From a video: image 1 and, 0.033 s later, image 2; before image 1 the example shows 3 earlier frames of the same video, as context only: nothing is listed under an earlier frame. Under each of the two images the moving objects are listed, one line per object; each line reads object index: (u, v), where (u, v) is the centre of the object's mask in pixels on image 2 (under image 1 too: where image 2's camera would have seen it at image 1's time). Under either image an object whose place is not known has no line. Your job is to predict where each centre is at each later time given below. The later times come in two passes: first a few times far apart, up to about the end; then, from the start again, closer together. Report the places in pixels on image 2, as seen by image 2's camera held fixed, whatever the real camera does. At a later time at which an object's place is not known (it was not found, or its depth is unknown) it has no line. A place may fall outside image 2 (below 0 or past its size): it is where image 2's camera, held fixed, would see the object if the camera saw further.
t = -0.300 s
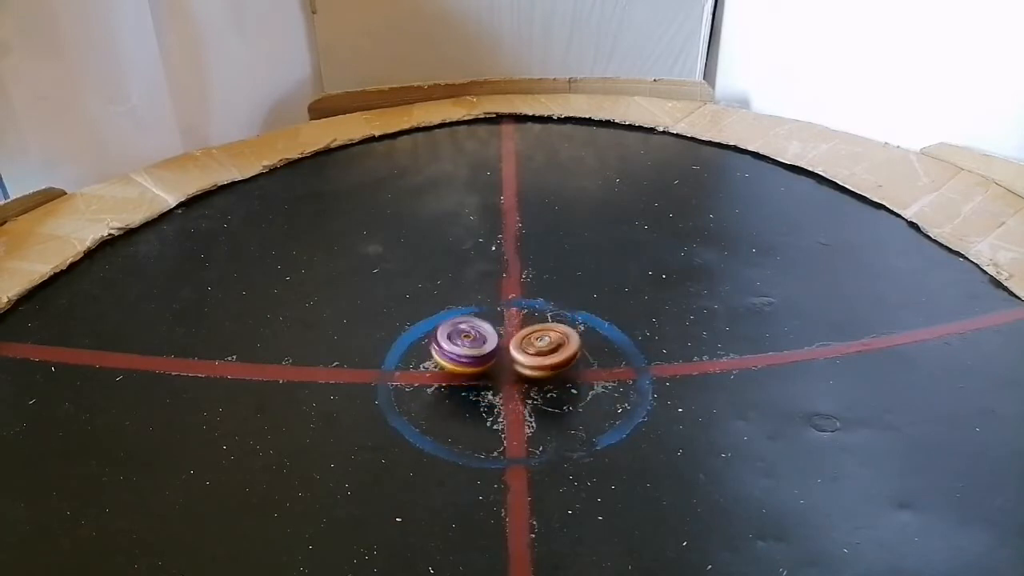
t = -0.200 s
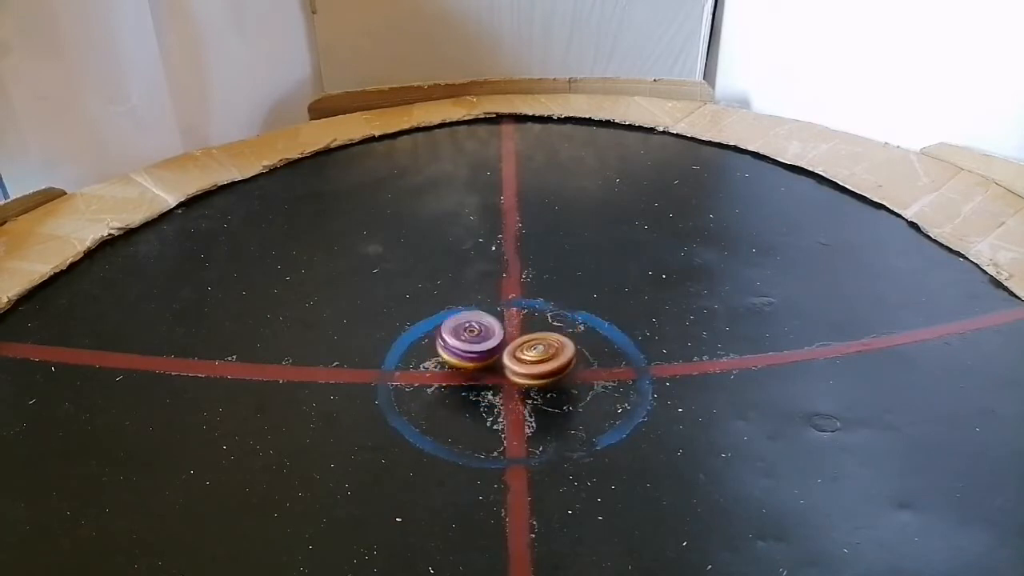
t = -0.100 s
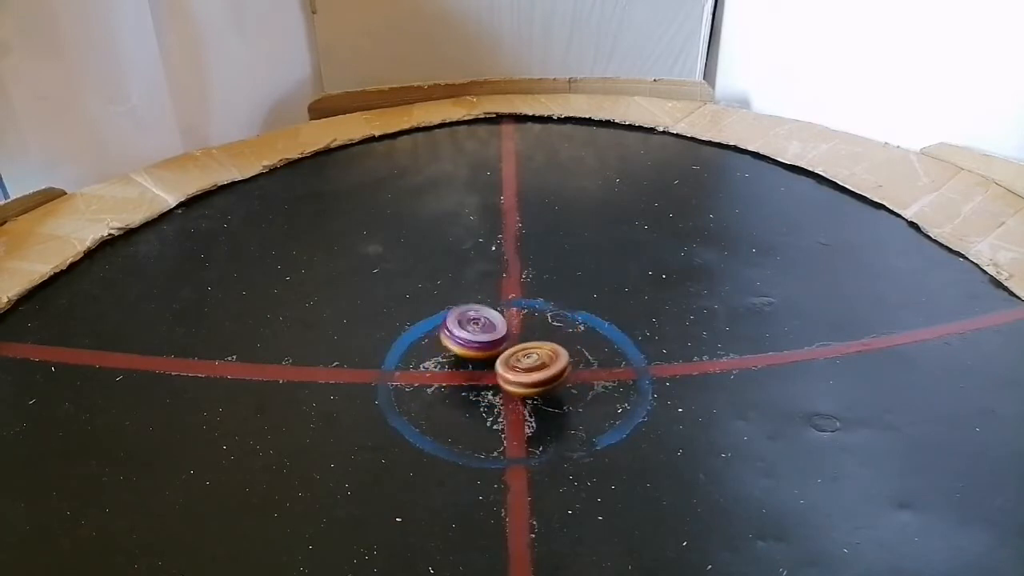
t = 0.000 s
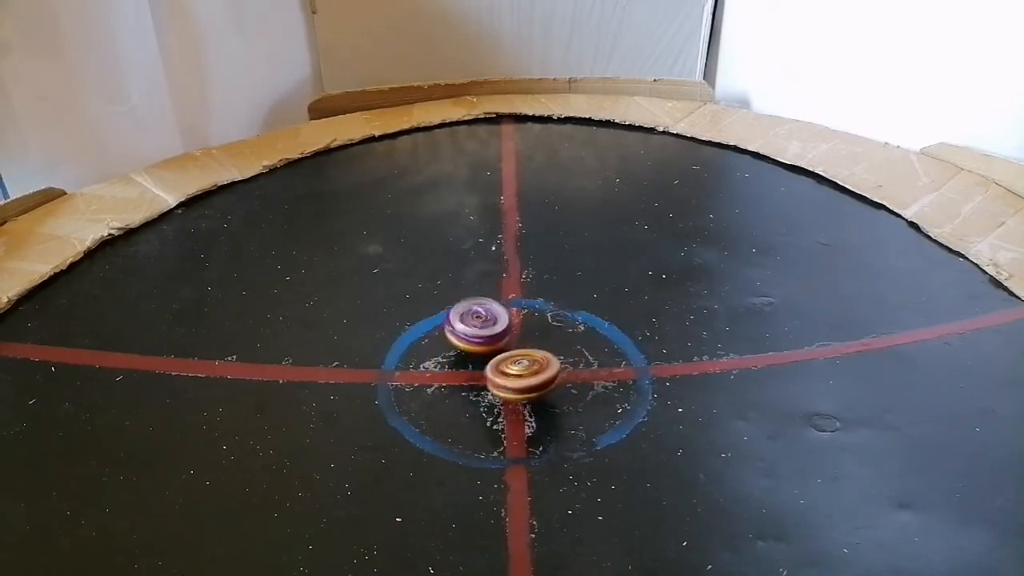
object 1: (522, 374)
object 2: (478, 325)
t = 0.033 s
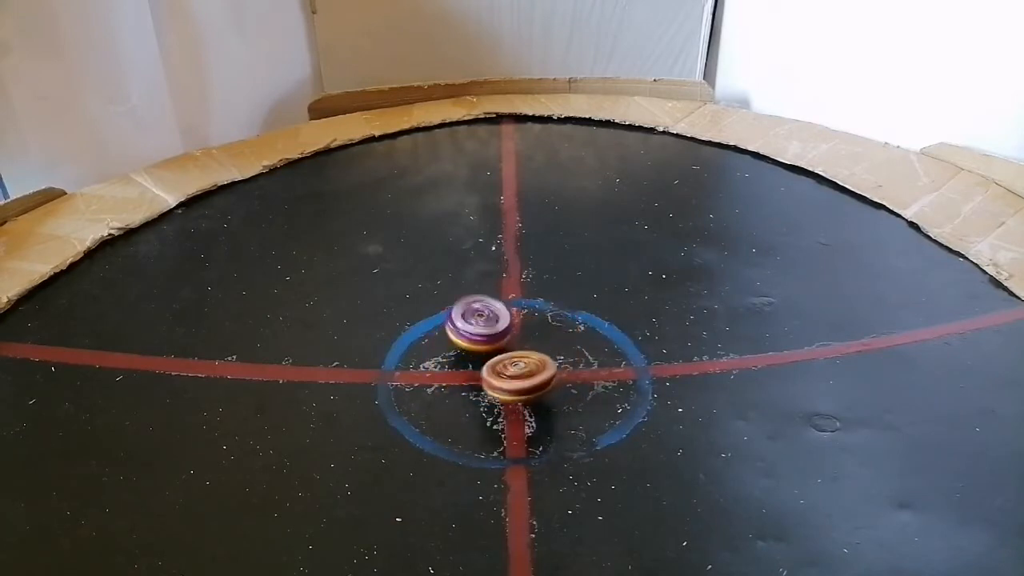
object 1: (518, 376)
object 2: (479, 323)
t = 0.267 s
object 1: (487, 381)
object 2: (490, 315)
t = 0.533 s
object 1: (454, 371)
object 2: (504, 315)
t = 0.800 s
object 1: (439, 348)
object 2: (511, 329)
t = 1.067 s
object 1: (421, 332)
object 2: (516, 350)
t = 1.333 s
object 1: (431, 324)
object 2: (500, 371)
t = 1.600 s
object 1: (455, 329)
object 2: (471, 382)
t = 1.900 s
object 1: (485, 338)
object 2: (444, 388)
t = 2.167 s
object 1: (529, 333)
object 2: (399, 396)
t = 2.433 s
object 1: (555, 352)
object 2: (404, 375)
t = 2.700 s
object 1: (543, 375)
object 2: (450, 367)
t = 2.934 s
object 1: (545, 390)
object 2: (452, 369)
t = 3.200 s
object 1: (526, 394)
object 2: (436, 375)
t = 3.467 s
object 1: (508, 378)
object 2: (430, 373)
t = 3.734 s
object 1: (530, 369)
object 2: (410, 355)
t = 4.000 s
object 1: (560, 376)
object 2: (438, 349)
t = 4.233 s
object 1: (564, 382)
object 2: (452, 364)
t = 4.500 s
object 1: (558, 380)
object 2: (427, 369)
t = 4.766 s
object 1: (561, 361)
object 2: (438, 358)
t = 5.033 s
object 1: (572, 346)
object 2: (454, 370)
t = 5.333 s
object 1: (581, 344)
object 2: (433, 370)
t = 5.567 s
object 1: (577, 343)
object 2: (441, 362)
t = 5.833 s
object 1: (560, 336)
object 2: (459, 373)
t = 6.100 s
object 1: (553, 329)
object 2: (445, 374)
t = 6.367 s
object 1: (552, 327)
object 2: (449, 365)
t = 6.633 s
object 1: (544, 332)
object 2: (466, 371)
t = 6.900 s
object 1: (525, 334)
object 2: (456, 379)
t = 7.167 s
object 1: (505, 331)
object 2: (452, 374)
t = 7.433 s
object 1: (500, 324)
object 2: (474, 374)
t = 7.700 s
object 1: (496, 326)
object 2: (475, 385)
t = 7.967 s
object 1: (490, 328)
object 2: (469, 382)
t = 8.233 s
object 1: (484, 325)
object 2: (486, 379)
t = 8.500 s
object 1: (476, 326)
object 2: (492, 386)
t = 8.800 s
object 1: (471, 326)
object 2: (485, 384)
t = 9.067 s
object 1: (466, 330)
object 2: (503, 383)
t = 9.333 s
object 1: (458, 331)
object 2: (507, 383)
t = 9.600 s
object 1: (453, 332)
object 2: (507, 376)
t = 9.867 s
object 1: (452, 335)
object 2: (518, 376)
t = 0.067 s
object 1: (514, 378)
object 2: (481, 322)
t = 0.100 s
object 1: (509, 379)
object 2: (483, 320)
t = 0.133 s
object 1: (504, 380)
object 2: (485, 319)
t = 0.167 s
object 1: (499, 381)
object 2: (487, 317)
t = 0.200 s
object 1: (493, 381)
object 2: (489, 316)
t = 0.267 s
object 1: (487, 381)
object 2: (490, 315)
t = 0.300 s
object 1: (482, 381)
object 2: (493, 315)
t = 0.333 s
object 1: (476, 381)
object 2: (495, 314)
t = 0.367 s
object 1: (471, 380)
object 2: (497, 313)
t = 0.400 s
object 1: (467, 378)
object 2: (499, 314)
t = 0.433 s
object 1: (463, 377)
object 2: (499, 315)
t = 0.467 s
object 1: (460, 375)
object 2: (502, 315)
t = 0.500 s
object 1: (457, 373)
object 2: (503, 316)
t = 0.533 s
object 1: (454, 371)
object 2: (504, 315)
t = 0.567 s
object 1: (451, 368)
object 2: (506, 318)
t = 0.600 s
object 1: (448, 365)
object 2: (506, 319)
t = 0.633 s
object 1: (446, 363)
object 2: (508, 319)
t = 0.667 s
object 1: (445, 360)
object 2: (508, 322)
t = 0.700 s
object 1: (444, 357)
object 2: (508, 323)
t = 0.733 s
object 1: (443, 355)
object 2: (509, 325)
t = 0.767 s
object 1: (442, 351)
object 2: (509, 328)
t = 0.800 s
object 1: (439, 348)
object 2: (511, 329)
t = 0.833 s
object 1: (434, 346)
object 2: (514, 332)
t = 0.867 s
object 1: (431, 344)
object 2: (515, 334)
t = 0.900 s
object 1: (428, 342)
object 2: (516, 337)
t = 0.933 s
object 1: (425, 340)
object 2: (516, 339)
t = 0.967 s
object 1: (423, 338)
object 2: (516, 342)
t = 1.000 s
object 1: (422, 336)
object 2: (517, 345)
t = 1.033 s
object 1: (421, 333)
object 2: (517, 348)
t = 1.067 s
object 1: (421, 332)
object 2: (516, 350)
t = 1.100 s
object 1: (422, 330)
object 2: (515, 353)
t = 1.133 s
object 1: (422, 329)
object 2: (513, 356)
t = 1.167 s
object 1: (423, 328)
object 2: (512, 358)
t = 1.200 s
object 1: (424, 326)
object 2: (510, 362)
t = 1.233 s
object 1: (425, 325)
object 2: (507, 364)
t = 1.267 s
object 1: (427, 324)
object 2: (505, 366)
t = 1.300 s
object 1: (429, 324)
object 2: (503, 369)
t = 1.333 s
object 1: (431, 324)
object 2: (500, 371)
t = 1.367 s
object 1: (433, 323)
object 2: (497, 373)
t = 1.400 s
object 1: (439, 324)
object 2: (490, 377)
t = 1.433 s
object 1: (442, 324)
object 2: (485, 378)
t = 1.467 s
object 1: (445, 325)
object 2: (482, 380)
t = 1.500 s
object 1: (448, 326)
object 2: (478, 380)
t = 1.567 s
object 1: (452, 328)
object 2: (475, 382)
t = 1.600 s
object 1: (455, 329)
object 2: (471, 382)
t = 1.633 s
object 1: (458, 330)
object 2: (469, 383)
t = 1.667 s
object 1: (460, 331)
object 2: (466, 383)
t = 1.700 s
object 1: (464, 333)
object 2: (462, 383)
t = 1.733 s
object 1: (467, 334)
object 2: (460, 384)
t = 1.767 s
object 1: (471, 335)
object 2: (458, 385)
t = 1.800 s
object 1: (473, 336)
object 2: (456, 385)
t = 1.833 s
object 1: (475, 337)
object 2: (455, 385)
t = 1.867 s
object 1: (477, 337)
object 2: (452, 385)
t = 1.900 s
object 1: (485, 338)
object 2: (444, 388)
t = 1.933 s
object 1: (492, 335)
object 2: (435, 393)
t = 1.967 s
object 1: (499, 333)
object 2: (427, 396)
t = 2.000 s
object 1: (504, 332)
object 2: (420, 397)
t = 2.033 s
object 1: (509, 332)
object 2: (416, 398)
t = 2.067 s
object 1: (514, 331)
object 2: (412, 398)
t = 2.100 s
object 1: (519, 331)
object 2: (407, 398)
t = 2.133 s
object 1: (525, 332)
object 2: (403, 397)
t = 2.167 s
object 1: (529, 333)
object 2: (399, 396)
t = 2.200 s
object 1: (534, 335)
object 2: (396, 394)
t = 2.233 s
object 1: (538, 337)
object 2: (396, 391)
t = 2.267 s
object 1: (542, 339)
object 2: (394, 390)
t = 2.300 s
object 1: (546, 341)
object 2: (394, 386)
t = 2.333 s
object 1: (549, 343)
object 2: (395, 382)
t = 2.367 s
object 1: (552, 346)
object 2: (398, 380)
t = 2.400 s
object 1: (553, 349)
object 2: (401, 378)
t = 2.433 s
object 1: (555, 352)
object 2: (404, 375)
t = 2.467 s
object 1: (557, 355)
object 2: (409, 373)
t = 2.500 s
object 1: (556, 358)
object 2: (412, 370)
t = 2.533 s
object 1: (555, 362)
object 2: (418, 369)
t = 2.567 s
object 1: (554, 364)
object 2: (424, 367)
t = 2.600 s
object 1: (553, 367)
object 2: (431, 367)
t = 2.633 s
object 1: (551, 370)
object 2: (436, 367)
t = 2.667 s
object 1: (547, 372)
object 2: (444, 366)
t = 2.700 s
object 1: (543, 375)
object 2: (450, 367)
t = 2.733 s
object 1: (539, 376)
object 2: (456, 369)
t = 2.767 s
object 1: (537, 379)
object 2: (460, 371)
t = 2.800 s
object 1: (541, 381)
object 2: (456, 370)
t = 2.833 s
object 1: (544, 384)
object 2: (455, 367)
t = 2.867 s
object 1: (544, 387)
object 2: (454, 367)
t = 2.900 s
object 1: (545, 388)
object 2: (454, 367)
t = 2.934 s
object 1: (545, 390)
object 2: (452, 369)
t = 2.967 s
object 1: (543, 392)
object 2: (451, 370)
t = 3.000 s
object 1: (542, 393)
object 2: (448, 372)
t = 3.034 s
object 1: (539, 394)
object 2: (446, 373)
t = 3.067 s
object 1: (537, 394)
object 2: (444, 373)
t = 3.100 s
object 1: (535, 395)
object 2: (443, 374)
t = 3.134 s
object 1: (531, 395)
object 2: (441, 374)
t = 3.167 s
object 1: (529, 395)
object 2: (438, 375)
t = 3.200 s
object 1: (526, 394)
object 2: (436, 375)
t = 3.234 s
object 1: (524, 393)
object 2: (434, 375)
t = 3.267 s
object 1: (520, 392)
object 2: (433, 375)
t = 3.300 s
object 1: (517, 391)
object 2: (432, 375)
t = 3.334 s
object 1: (515, 389)
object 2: (431, 374)
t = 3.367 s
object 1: (513, 387)
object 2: (430, 373)
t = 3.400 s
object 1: (510, 384)
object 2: (432, 373)
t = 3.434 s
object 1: (508, 381)
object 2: (431, 374)
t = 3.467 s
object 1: (508, 378)
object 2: (430, 373)
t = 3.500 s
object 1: (507, 375)
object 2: (430, 372)
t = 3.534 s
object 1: (507, 373)
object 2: (430, 370)
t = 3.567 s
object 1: (515, 373)
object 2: (420, 367)
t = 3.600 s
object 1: (519, 373)
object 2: (415, 364)
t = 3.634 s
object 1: (521, 373)
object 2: (411, 362)
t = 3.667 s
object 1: (522, 372)
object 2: (410, 360)
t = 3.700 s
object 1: (525, 371)
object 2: (408, 357)
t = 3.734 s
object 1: (530, 369)
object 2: (410, 355)
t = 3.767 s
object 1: (536, 370)
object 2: (412, 354)
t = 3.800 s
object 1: (540, 370)
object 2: (415, 353)
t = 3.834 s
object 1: (544, 371)
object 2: (417, 351)
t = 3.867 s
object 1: (548, 371)
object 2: (421, 350)
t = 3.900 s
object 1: (551, 372)
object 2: (423, 347)
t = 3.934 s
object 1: (555, 373)
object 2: (428, 346)
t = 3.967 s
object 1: (558, 374)
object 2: (433, 348)
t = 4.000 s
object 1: (560, 376)
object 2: (438, 349)
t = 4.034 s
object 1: (562, 377)
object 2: (442, 350)
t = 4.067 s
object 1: (563, 378)
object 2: (446, 352)
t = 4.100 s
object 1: (564, 379)
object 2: (449, 354)
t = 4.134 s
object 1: (565, 380)
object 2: (451, 356)
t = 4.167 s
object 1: (565, 381)
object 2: (452, 358)
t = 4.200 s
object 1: (564, 381)
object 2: (454, 361)
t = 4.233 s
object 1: (564, 382)
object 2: (452, 364)
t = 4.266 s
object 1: (564, 382)
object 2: (450, 366)
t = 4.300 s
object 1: (563, 382)
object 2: (446, 369)
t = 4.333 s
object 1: (562, 382)
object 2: (443, 370)
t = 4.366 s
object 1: (561, 382)
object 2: (440, 371)
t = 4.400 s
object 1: (560, 382)
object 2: (435, 371)
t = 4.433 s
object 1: (560, 381)
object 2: (433, 371)
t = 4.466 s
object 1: (559, 381)
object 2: (430, 370)
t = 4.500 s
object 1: (558, 380)
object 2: (427, 369)
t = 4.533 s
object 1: (557, 378)
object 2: (425, 368)
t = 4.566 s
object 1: (557, 377)
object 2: (423, 366)
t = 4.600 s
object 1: (557, 375)
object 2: (424, 364)
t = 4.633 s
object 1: (557, 370)
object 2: (426, 361)
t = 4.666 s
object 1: (558, 368)
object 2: (429, 360)
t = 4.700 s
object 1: (558, 365)
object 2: (431, 359)
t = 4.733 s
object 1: (560, 364)
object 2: (434, 357)
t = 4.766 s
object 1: (561, 361)
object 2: (438, 358)
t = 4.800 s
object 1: (562, 358)
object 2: (443, 358)
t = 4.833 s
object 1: (563, 357)
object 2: (447, 358)
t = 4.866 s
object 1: (564, 355)
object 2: (451, 359)
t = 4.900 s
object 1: (565, 353)
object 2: (453, 361)
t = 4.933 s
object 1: (567, 350)
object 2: (454, 363)
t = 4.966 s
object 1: (570, 349)
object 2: (454, 366)
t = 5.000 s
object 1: (571, 348)
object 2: (454, 367)
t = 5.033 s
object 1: (572, 346)
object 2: (454, 370)
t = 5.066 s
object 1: (574, 346)
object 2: (452, 371)
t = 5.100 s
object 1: (576, 345)
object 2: (450, 372)
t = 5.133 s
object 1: (577, 344)
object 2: (449, 373)
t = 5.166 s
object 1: (578, 343)
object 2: (446, 374)
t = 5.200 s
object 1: (579, 342)
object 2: (443, 374)
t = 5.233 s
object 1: (581, 342)
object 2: (439, 374)
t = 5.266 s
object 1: (582, 343)
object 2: (435, 372)
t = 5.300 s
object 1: (581, 344)
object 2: (434, 371)
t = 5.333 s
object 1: (581, 344)
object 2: (433, 370)
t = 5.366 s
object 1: (581, 344)
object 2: (433, 368)
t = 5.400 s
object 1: (580, 344)
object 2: (432, 367)
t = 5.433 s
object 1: (580, 344)
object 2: (434, 365)
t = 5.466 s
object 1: (580, 344)
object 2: (436, 365)
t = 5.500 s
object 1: (579, 344)
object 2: (438, 364)
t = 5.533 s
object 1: (578, 344)
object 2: (439, 363)
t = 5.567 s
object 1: (577, 343)
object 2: (441, 362)
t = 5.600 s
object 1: (575, 343)
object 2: (446, 362)
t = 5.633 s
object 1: (572, 342)
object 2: (449, 362)
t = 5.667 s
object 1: (570, 342)
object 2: (453, 363)
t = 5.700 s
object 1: (568, 340)
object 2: (456, 364)
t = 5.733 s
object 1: (566, 340)
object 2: (458, 366)
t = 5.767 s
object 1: (564, 339)
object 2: (459, 369)
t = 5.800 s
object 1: (562, 338)
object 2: (460, 371)
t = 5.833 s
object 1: (560, 336)
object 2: (459, 373)
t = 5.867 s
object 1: (558, 335)
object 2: (458, 374)
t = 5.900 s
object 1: (557, 334)
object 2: (458, 374)
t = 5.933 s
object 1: (555, 333)
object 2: (456, 375)
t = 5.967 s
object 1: (554, 332)
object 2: (455, 376)
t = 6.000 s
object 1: (554, 331)
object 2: (453, 377)
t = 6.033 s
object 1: (553, 330)
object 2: (451, 376)
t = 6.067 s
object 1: (552, 329)
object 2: (447, 376)
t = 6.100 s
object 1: (553, 329)
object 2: (445, 374)
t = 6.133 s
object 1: (552, 329)
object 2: (442, 373)
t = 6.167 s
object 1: (552, 328)
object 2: (441, 370)
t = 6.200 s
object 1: (553, 328)
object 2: (442, 369)
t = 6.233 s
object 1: (553, 327)
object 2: (442, 368)
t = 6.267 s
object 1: (554, 328)
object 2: (444, 368)
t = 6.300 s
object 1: (554, 327)
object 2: (445, 367)
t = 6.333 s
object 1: (552, 327)
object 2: (447, 365)
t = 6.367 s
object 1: (552, 327)
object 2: (449, 365)
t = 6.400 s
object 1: (552, 327)
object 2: (450, 364)
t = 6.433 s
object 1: (552, 328)
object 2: (453, 365)
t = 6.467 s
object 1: (551, 328)
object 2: (457, 364)
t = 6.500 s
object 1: (550, 329)
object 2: (460, 366)
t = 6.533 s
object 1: (549, 329)
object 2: (462, 367)
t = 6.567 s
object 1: (547, 330)
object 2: (464, 369)
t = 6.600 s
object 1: (546, 330)
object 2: (464, 370)
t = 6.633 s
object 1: (544, 332)
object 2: (466, 371)
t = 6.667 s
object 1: (541, 332)
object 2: (466, 373)
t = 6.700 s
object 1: (539, 332)
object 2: (465, 375)
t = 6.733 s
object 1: (538, 333)
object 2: (464, 376)
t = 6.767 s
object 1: (535, 333)
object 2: (463, 377)
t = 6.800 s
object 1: (531, 333)
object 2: (462, 378)
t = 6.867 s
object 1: (529, 333)
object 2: (458, 379)
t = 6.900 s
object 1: (525, 334)
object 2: (456, 379)
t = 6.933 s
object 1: (522, 333)
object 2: (452, 379)
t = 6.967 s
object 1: (519, 333)
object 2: (450, 378)
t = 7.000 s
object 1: (517, 333)
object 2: (449, 377)
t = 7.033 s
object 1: (515, 333)
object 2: (449, 376)
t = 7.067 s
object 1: (512, 332)
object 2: (449, 374)
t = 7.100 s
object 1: (509, 331)
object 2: (449, 374)
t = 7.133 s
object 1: (507, 331)
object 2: (451, 373)
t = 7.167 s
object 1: (505, 331)
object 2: (452, 374)
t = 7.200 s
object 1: (504, 330)
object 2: (453, 373)
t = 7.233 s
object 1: (503, 329)
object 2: (455, 373)
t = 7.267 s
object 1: (502, 328)
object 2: (457, 371)
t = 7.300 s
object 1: (503, 327)
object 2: (460, 370)
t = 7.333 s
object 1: (502, 326)
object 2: (464, 371)
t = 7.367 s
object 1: (501, 325)
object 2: (468, 371)
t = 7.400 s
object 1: (500, 325)
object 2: (472, 373)
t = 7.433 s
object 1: (500, 324)
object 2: (474, 374)
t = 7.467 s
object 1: (499, 324)
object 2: (476, 377)
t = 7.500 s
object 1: (499, 324)
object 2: (477, 378)
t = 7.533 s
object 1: (498, 325)
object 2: (477, 381)
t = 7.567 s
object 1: (497, 325)
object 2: (477, 381)
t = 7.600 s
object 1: (497, 326)
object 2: (477, 382)
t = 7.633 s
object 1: (497, 326)
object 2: (476, 383)
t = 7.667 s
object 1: (497, 326)
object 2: (476, 384)
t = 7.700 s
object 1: (496, 326)
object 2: (475, 385)
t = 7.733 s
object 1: (495, 326)
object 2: (473, 386)
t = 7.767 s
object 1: (495, 326)
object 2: (472, 387)
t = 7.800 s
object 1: (495, 327)
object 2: (470, 387)
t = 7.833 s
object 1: (494, 327)
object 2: (468, 386)
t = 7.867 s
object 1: (493, 327)
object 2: (466, 385)
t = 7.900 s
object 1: (491, 328)
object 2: (467, 383)
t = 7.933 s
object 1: (491, 328)
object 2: (468, 383)
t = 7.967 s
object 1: (490, 328)
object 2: (469, 382)
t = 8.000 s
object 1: (489, 327)
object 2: (469, 380)
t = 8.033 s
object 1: (488, 327)
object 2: (472, 379)
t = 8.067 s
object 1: (487, 327)
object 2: (475, 378)
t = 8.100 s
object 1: (486, 326)
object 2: (477, 378)
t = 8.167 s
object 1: (485, 326)
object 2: (480, 378)
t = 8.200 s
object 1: (484, 325)
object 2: (482, 378)
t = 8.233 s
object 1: (484, 325)
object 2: (486, 379)
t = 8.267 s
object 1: (482, 325)
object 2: (487, 380)
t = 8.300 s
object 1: (480, 326)
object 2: (489, 382)
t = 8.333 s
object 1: (479, 326)
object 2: (490, 383)
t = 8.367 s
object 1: (479, 326)
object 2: (490, 383)
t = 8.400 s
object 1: (478, 326)
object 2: (492, 384)
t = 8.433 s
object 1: (477, 326)
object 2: (493, 384)
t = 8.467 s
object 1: (476, 326)
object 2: (493, 385)
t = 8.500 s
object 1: (476, 326)
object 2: (492, 386)
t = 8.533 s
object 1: (475, 325)
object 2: (492, 387)
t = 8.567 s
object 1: (475, 325)
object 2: (491, 388)
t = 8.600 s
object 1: (475, 326)
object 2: (488, 388)
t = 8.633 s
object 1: (474, 326)
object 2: (486, 388)
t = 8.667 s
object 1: (473, 326)
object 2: (484, 387)
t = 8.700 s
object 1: (473, 326)
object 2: (485, 386)
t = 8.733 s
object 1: (472, 326)
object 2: (486, 386)
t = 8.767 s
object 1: (472, 326)
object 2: (485, 385)
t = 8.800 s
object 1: (471, 326)
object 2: (485, 384)
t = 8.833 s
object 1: (471, 327)
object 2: (486, 383)
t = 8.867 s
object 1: (470, 327)
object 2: (488, 382)
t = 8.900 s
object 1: (469, 327)
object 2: (490, 382)
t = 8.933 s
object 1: (468, 328)
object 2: (492, 381)
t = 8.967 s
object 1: (468, 328)
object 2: (495, 381)
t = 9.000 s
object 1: (467, 329)
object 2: (499, 382)
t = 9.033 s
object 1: (466, 329)
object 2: (501, 381)
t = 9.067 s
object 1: (466, 330)
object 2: (503, 383)
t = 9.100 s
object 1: (466, 331)
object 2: (504, 384)
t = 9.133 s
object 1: (465, 331)
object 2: (505, 385)
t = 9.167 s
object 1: (463, 331)
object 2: (506, 385)
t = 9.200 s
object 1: (462, 331)
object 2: (507, 384)
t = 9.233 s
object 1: (460, 331)
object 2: (507, 384)
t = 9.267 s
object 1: (460, 331)
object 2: (508, 384)
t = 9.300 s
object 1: (459, 331)
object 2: (508, 384)
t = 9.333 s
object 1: (458, 331)
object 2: (507, 383)
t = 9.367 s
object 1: (458, 331)
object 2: (507, 384)
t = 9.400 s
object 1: (457, 332)
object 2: (505, 383)
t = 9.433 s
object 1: (456, 332)
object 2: (504, 382)
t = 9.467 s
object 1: (455, 332)
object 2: (504, 382)
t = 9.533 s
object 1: (454, 332)
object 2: (504, 378)
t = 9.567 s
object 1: (454, 332)
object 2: (505, 377)
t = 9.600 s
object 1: (453, 332)
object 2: (507, 376)
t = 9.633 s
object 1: (453, 332)
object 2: (509, 375)
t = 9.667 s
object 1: (453, 333)
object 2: (512, 376)
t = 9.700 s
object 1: (453, 333)
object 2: (514, 376)
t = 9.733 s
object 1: (452, 333)
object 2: (514, 376)
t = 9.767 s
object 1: (452, 333)
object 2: (516, 377)
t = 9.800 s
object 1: (452, 334)
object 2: (517, 377)
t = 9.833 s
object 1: (452, 334)
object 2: (517, 378)
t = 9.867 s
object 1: (452, 335)
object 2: (518, 376)
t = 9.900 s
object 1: (452, 336)
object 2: (520, 377)
